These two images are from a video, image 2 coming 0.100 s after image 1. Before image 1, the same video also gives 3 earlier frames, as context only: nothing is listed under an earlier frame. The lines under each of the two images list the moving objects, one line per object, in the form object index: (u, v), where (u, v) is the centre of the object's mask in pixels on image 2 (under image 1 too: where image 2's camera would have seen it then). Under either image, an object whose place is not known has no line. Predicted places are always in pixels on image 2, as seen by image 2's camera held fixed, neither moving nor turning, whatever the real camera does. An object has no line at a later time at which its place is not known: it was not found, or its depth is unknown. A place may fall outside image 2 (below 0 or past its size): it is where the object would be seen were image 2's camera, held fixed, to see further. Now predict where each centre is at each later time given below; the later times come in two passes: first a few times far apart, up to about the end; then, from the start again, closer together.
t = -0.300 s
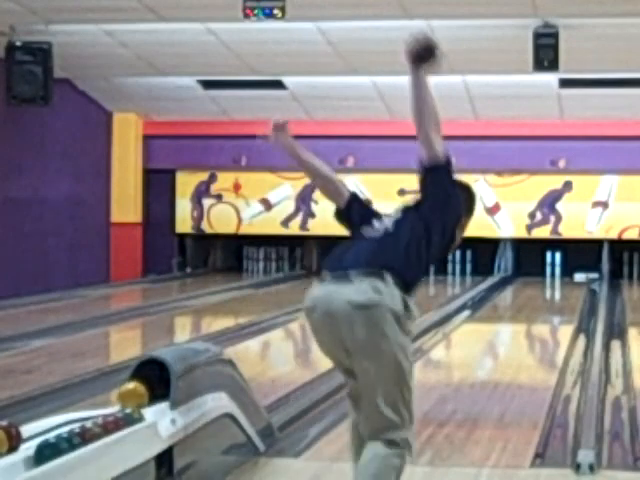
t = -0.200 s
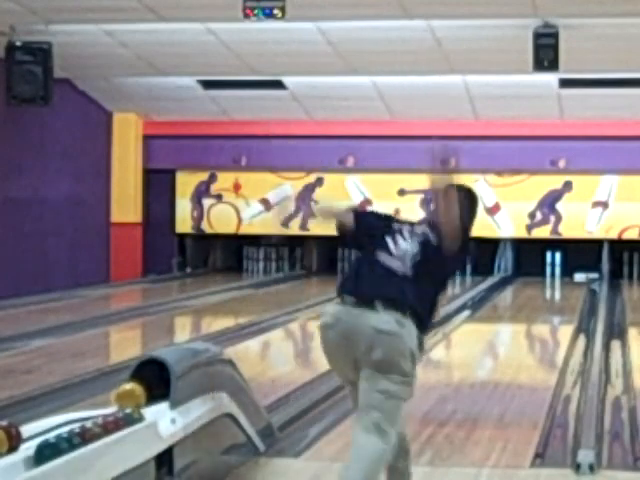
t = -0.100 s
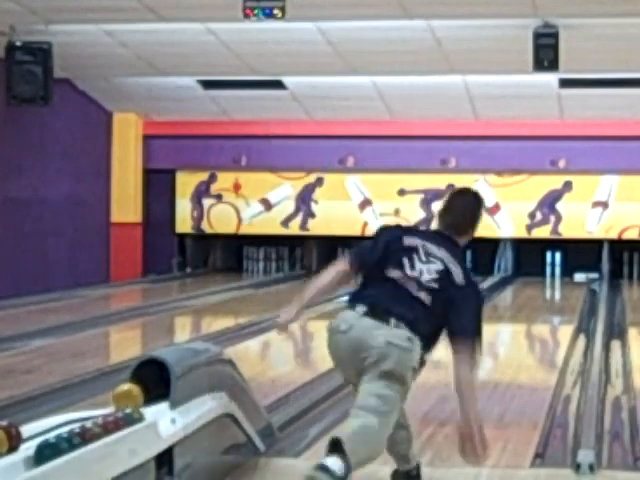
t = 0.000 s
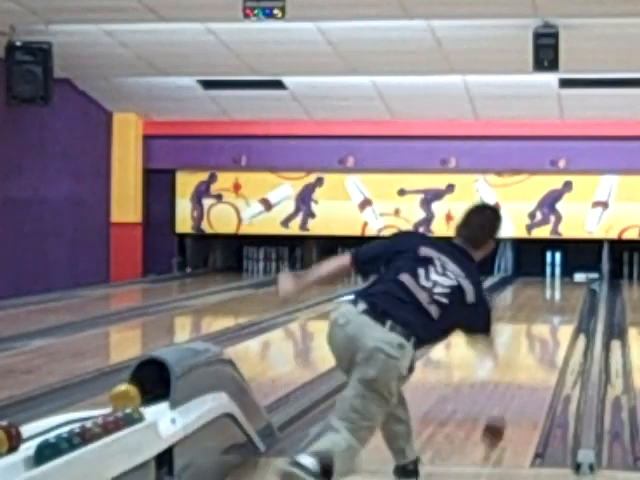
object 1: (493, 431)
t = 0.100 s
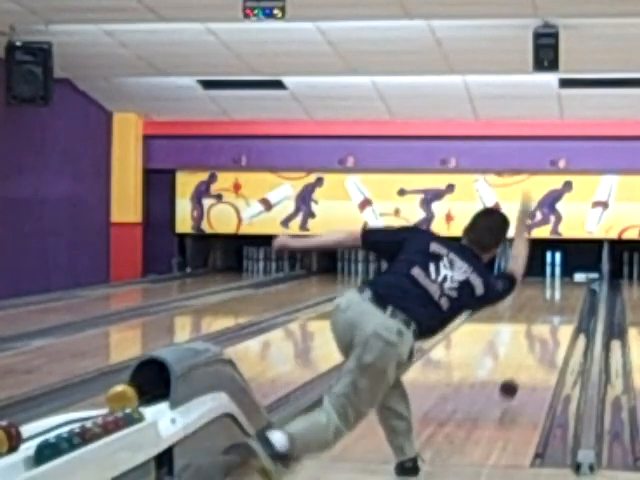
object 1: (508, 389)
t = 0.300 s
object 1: (527, 347)
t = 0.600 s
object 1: (541, 309)
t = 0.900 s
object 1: (549, 288)
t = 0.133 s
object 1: (512, 381)
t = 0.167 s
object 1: (515, 375)
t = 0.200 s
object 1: (519, 366)
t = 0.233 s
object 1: (522, 360)
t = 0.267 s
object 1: (525, 353)
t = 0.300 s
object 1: (527, 347)
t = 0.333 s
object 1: (529, 342)
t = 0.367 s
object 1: (531, 336)
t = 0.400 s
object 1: (532, 333)
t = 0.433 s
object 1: (535, 327)
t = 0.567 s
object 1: (540, 313)
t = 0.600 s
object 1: (541, 309)
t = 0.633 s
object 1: (543, 306)
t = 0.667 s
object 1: (544, 303)
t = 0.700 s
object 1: (545, 301)
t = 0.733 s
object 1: (546, 298)
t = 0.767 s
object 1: (547, 296)
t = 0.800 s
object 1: (547, 293)
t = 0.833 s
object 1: (548, 291)
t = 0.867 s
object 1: (548, 289)
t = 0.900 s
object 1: (549, 288)
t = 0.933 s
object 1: (548, 288)
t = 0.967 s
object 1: (549, 284)
